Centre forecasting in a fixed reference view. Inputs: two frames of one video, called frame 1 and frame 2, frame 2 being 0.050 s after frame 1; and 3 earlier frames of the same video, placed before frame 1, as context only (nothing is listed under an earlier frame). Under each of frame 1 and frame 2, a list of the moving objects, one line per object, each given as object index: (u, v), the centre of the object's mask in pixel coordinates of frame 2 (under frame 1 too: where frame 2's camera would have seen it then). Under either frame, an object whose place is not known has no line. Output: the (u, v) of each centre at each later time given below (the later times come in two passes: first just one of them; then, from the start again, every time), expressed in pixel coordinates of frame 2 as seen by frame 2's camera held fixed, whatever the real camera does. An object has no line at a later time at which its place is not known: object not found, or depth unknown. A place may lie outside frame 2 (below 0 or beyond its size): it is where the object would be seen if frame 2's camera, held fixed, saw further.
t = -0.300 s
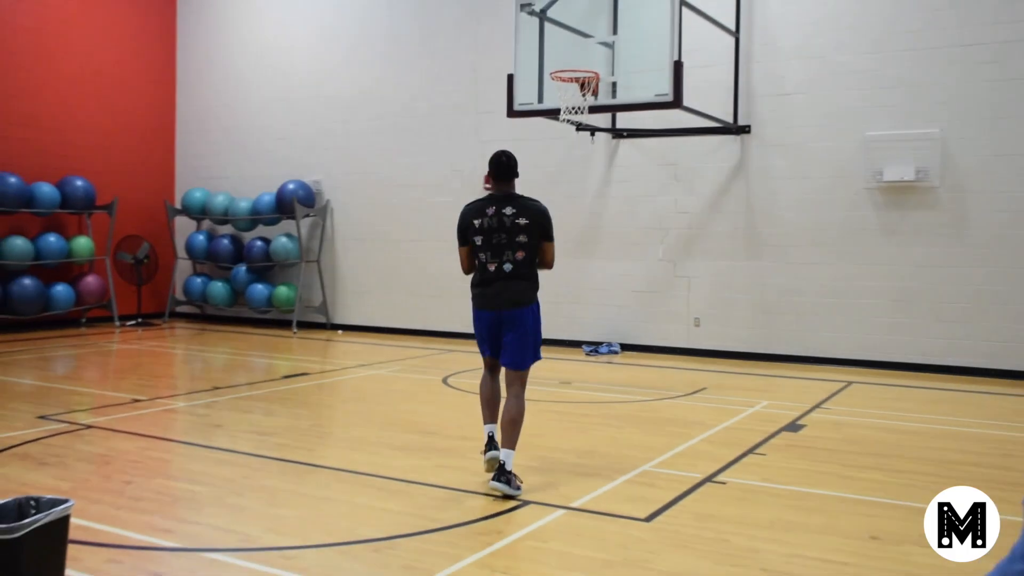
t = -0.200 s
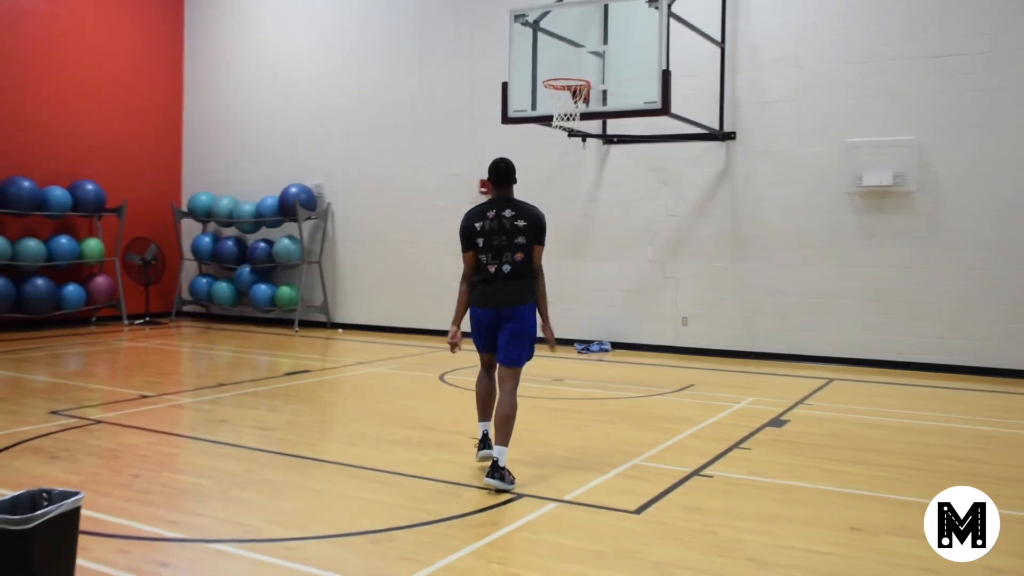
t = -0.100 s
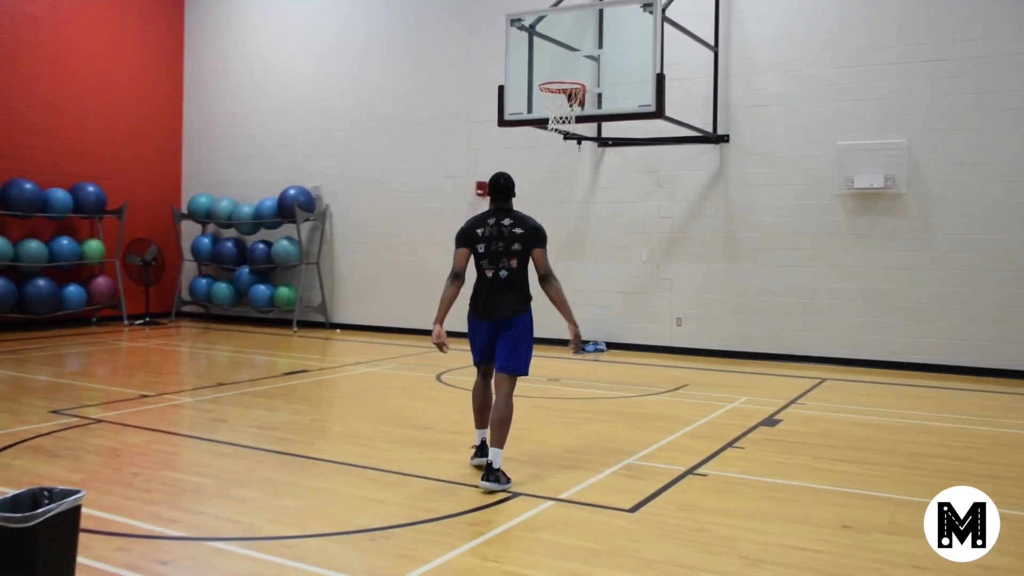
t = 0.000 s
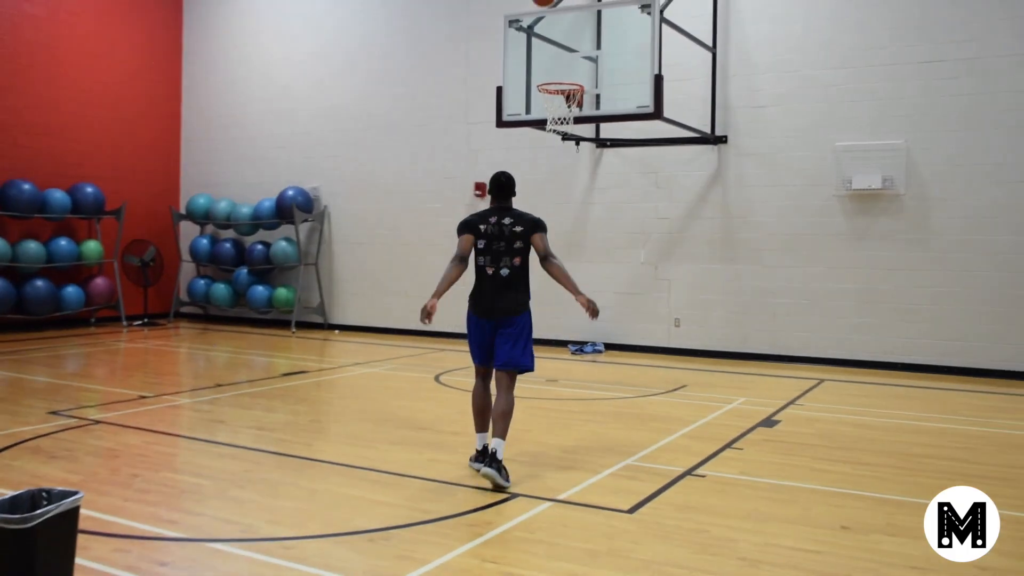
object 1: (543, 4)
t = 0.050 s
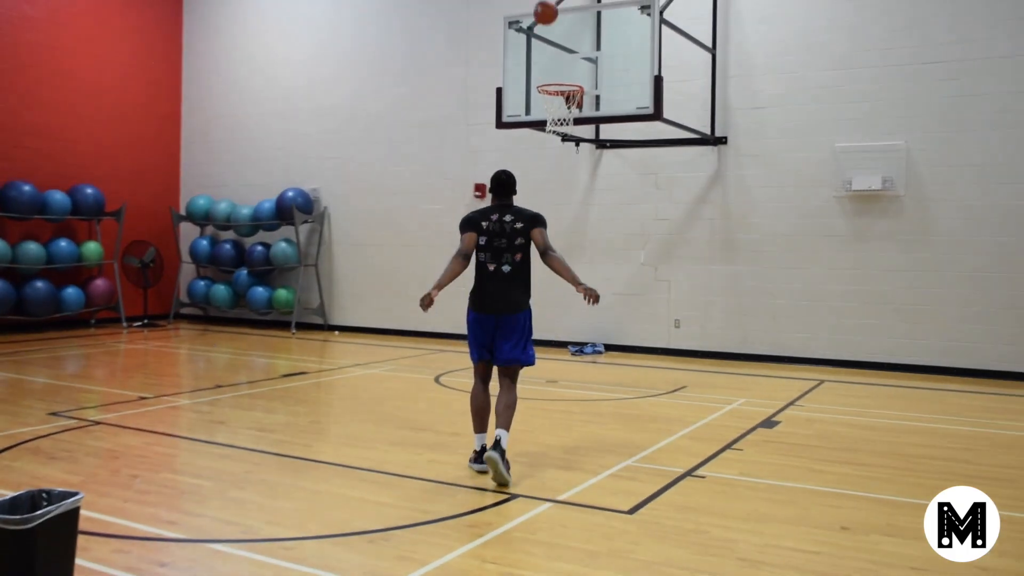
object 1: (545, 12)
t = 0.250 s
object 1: (553, 96)
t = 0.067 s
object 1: (546, 19)
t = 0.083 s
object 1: (547, 25)
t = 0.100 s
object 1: (548, 31)
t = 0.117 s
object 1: (549, 38)
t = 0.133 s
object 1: (550, 45)
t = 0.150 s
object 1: (550, 52)
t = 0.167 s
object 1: (551, 59)
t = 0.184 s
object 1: (552, 66)
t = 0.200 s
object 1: (552, 73)
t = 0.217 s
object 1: (553, 78)
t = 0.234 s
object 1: (553, 88)
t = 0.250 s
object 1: (553, 96)
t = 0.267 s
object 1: (556, 101)
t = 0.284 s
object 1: (559, 106)
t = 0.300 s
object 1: (561, 114)
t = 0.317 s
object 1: (563, 120)
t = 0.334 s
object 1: (565, 125)
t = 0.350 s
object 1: (567, 130)
